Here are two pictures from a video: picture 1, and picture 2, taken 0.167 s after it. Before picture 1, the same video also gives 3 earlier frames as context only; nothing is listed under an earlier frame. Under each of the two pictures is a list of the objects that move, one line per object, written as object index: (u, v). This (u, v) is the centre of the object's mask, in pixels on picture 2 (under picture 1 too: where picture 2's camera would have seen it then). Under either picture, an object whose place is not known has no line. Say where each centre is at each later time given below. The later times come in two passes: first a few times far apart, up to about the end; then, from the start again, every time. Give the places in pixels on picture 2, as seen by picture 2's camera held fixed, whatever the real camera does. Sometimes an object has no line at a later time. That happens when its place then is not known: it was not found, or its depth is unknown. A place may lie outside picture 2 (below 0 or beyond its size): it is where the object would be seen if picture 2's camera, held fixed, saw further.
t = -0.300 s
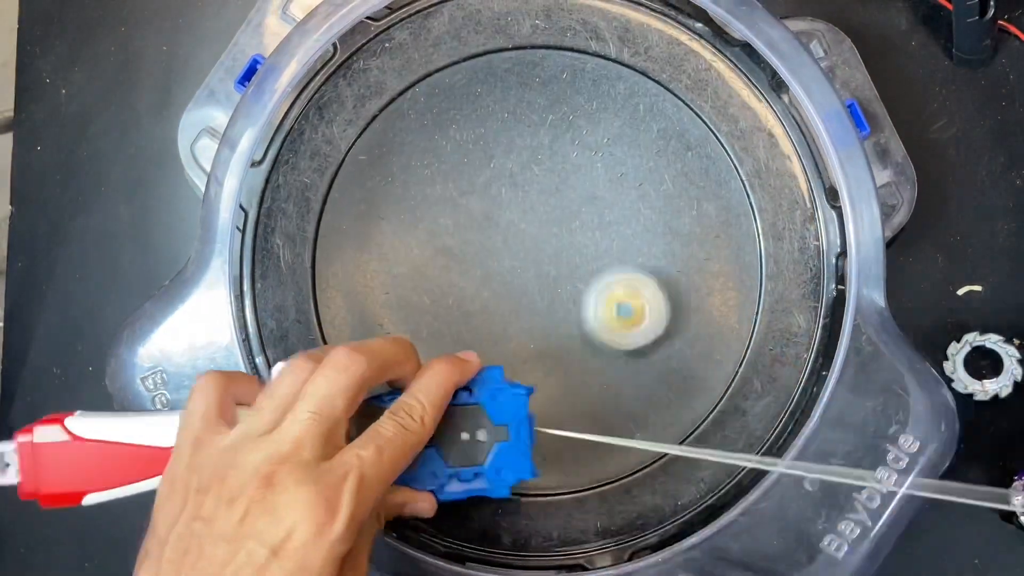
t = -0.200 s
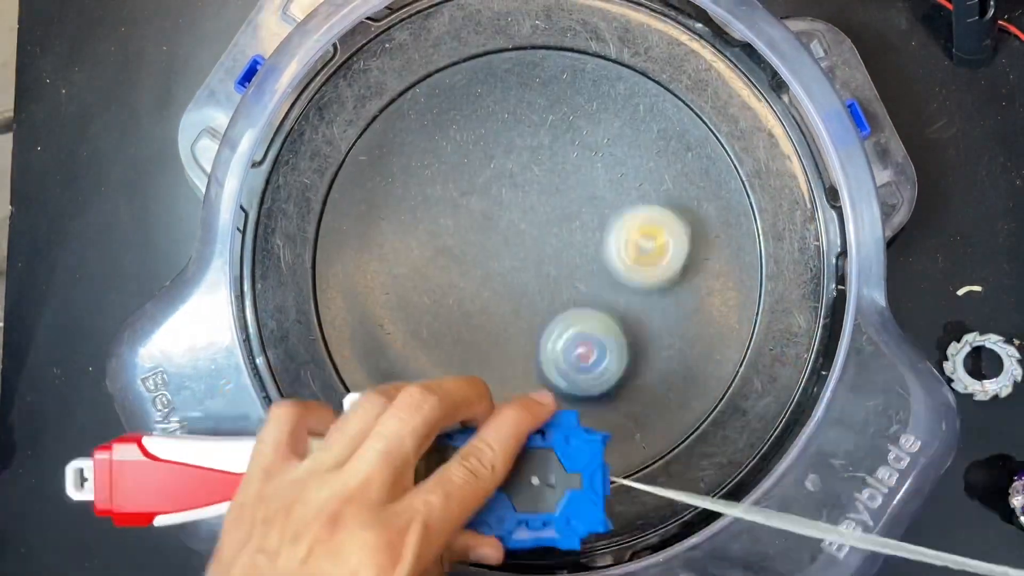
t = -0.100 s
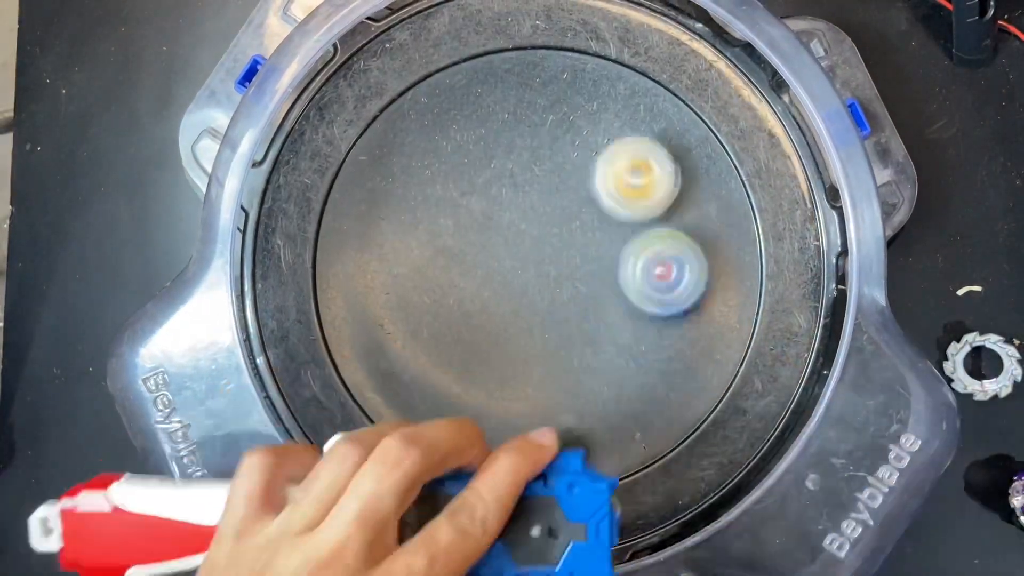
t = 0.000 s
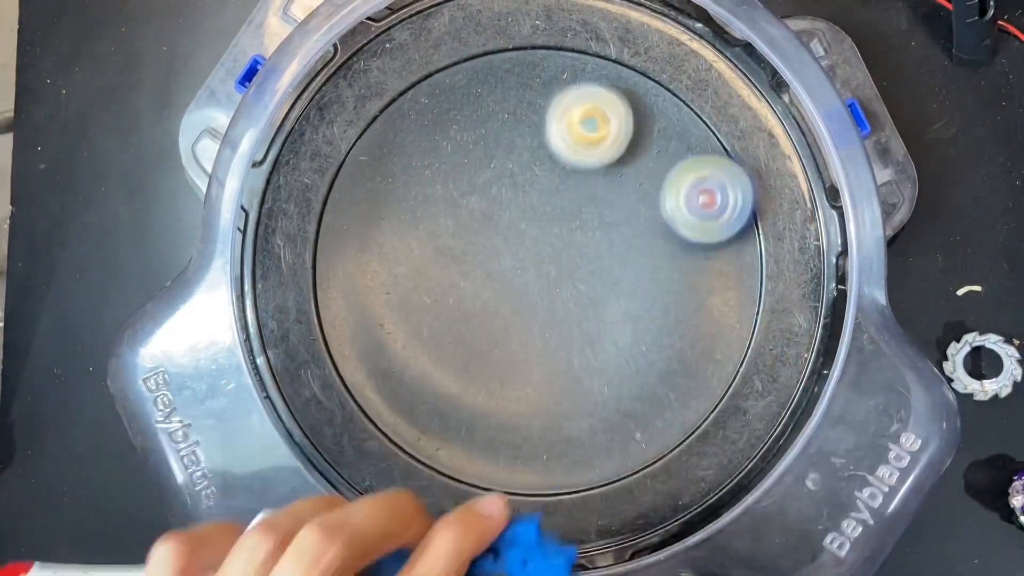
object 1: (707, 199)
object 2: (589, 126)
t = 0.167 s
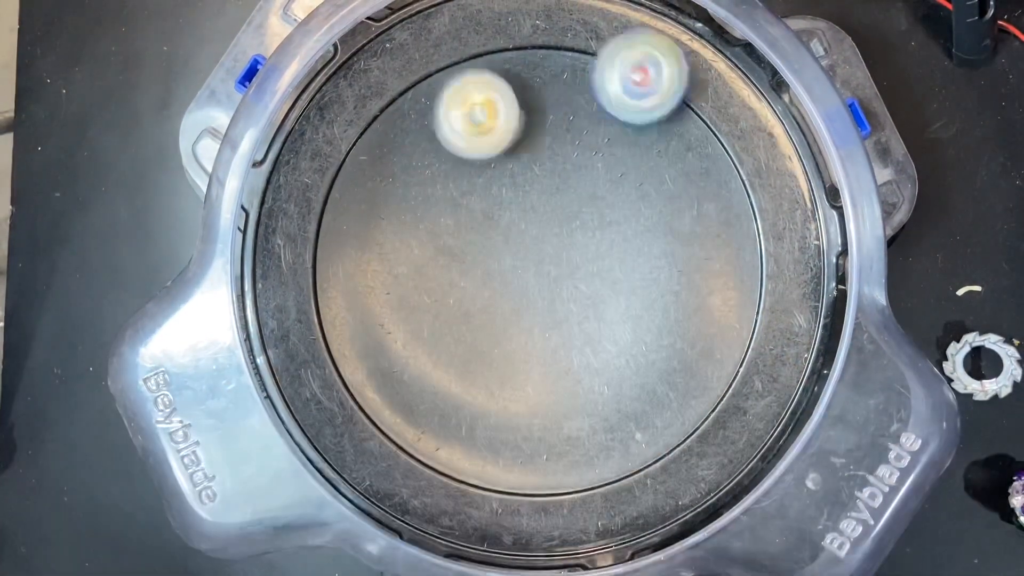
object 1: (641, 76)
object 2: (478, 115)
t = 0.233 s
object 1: (576, 62)
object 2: (439, 138)
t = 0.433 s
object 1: (427, 182)
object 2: (384, 286)
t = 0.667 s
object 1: (557, 339)
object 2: (442, 434)
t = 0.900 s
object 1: (701, 248)
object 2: (582, 464)
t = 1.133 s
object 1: (600, 99)
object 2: (658, 333)
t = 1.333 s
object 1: (406, 197)
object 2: (650, 197)
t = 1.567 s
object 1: (441, 357)
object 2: (557, 83)
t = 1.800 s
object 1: (665, 372)
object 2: (419, 93)
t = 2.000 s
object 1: (727, 184)
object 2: (389, 214)
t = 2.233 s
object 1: (549, 110)
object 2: (480, 332)
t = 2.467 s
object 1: (405, 271)
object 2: (613, 356)
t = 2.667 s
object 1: (473, 379)
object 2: (698, 281)
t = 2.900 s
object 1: (627, 298)
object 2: (649, 162)
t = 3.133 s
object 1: (606, 218)
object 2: (495, 34)
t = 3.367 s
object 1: (520, 256)
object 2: (445, 35)
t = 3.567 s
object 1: (527, 364)
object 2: (469, 70)
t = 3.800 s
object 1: (587, 314)
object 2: (526, 185)
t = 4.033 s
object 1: (607, 398)
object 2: (545, 58)
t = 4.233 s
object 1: (620, 396)
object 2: (497, 121)
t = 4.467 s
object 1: (590, 347)
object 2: (479, 229)
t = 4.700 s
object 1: (544, 302)
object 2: (422, 287)
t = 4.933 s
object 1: (517, 290)
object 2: (363, 309)
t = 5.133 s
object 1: (502, 279)
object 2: (400, 288)
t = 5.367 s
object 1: (520, 260)
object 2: (389, 210)
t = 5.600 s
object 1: (516, 238)
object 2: (440, 156)
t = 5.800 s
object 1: (522, 239)
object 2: (510, 138)
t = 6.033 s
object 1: (526, 242)
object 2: (582, 163)
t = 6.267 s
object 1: (519, 259)
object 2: (652, 208)
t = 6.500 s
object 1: (553, 263)
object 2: (645, 274)
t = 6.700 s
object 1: (557, 244)
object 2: (634, 335)
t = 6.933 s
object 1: (562, 240)
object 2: (568, 328)
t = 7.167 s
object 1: (581, 147)
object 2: (449, 447)
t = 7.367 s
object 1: (534, 157)
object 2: (469, 420)
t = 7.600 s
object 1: (516, 213)
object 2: (559, 294)
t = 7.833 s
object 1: (509, 217)
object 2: (609, 233)
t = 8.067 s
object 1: (505, 255)
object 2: (579, 184)
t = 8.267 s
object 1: (531, 279)
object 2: (577, 179)
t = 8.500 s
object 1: (554, 268)
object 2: (588, 173)
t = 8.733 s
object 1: (532, 265)
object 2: (586, 196)
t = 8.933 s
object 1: (494, 275)
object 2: (612, 178)
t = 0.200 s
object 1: (611, 65)
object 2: (457, 125)
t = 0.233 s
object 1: (576, 62)
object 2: (439, 138)
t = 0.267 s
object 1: (542, 67)
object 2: (424, 154)
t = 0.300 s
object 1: (506, 81)
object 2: (412, 173)
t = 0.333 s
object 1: (471, 103)
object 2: (404, 194)
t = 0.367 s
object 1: (444, 131)
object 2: (400, 216)
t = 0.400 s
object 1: (431, 156)
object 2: (390, 251)
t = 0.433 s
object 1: (427, 182)
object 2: (384, 286)
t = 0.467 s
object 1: (426, 212)
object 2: (387, 312)
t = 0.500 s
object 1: (433, 243)
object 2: (395, 333)
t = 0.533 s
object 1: (446, 271)
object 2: (404, 354)
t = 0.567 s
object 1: (471, 291)
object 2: (410, 376)
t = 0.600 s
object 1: (498, 312)
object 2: (418, 398)
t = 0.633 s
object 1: (527, 329)
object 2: (430, 417)
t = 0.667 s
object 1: (557, 339)
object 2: (442, 434)
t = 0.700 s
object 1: (585, 339)
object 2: (457, 449)
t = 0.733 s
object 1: (612, 336)
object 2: (475, 461)
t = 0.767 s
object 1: (636, 324)
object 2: (495, 471)
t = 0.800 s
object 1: (656, 309)
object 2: (518, 475)
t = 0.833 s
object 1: (671, 293)
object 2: (540, 475)
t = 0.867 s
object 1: (686, 273)
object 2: (560, 473)
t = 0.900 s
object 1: (701, 248)
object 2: (582, 464)
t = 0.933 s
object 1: (714, 218)
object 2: (601, 453)
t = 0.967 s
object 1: (722, 185)
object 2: (616, 436)
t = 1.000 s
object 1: (723, 154)
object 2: (629, 418)
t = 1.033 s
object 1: (711, 131)
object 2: (640, 401)
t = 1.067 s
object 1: (676, 118)
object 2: (649, 378)
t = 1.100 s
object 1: (638, 107)
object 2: (654, 355)
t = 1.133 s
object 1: (600, 99)
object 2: (658, 333)
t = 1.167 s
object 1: (561, 97)
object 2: (663, 310)
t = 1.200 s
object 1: (520, 105)
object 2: (663, 286)
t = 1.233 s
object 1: (484, 122)
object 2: (662, 264)
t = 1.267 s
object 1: (452, 145)
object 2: (662, 241)
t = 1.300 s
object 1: (426, 170)
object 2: (657, 218)
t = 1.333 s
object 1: (406, 197)
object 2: (650, 197)
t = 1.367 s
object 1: (393, 223)
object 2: (643, 177)
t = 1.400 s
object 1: (386, 249)
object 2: (634, 156)
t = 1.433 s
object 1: (384, 275)
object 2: (620, 138)
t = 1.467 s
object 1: (395, 297)
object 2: (608, 122)
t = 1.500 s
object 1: (410, 317)
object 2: (593, 106)
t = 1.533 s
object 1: (423, 337)
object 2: (575, 93)
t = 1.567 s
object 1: (441, 357)
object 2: (557, 83)
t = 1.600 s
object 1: (465, 374)
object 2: (538, 74)
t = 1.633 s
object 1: (496, 387)
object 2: (517, 68)
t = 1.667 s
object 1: (531, 398)
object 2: (497, 66)
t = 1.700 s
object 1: (568, 402)
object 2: (476, 67)
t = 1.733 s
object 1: (603, 398)
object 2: (454, 71)
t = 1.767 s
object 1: (636, 388)
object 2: (437, 81)
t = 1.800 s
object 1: (665, 372)
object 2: (419, 93)
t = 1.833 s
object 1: (689, 349)
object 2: (403, 110)
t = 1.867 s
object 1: (710, 322)
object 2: (394, 129)
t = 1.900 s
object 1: (727, 290)
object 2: (388, 149)
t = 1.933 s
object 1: (736, 258)
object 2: (384, 171)
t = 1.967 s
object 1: (736, 221)
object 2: (385, 193)
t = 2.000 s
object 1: (727, 184)
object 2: (389, 214)
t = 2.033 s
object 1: (710, 153)
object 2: (395, 235)
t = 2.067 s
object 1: (689, 131)
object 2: (405, 254)
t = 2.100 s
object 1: (662, 114)
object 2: (418, 272)
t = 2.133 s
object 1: (635, 101)
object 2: (431, 290)
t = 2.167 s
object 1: (607, 98)
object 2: (446, 305)
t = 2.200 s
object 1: (577, 100)
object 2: (462, 318)
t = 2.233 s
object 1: (549, 110)
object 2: (480, 332)
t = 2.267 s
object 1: (522, 120)
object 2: (498, 342)
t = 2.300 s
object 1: (497, 136)
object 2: (516, 350)
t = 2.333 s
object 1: (473, 156)
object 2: (536, 358)
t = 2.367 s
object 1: (448, 182)
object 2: (556, 361)
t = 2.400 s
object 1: (428, 208)
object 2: (575, 363)
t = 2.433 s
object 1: (414, 238)
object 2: (594, 362)
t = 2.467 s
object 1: (405, 271)
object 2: (613, 356)
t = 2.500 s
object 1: (407, 300)
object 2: (632, 350)
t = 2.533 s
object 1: (412, 324)
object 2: (649, 339)
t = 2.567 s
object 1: (421, 345)
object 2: (665, 328)
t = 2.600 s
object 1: (434, 361)
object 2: (679, 314)
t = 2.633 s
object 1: (452, 371)
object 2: (690, 298)
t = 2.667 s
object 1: (473, 379)
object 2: (698, 281)
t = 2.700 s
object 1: (495, 380)
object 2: (703, 261)
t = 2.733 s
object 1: (520, 377)
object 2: (703, 243)
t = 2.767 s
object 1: (547, 371)
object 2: (700, 223)
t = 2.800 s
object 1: (573, 363)
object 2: (690, 206)
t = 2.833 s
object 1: (596, 349)
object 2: (680, 189)
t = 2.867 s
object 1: (613, 326)
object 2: (664, 175)
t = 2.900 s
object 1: (627, 298)
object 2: (649, 162)
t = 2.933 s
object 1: (634, 272)
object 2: (629, 152)
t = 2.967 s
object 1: (638, 239)
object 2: (612, 145)
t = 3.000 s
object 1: (638, 228)
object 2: (585, 113)
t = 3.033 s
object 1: (637, 230)
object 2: (559, 70)
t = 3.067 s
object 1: (630, 227)
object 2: (535, 40)
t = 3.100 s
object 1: (620, 221)
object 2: (511, 36)
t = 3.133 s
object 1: (606, 218)
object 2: (495, 34)
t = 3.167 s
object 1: (593, 217)
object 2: (480, 35)
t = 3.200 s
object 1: (580, 217)
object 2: (465, 33)
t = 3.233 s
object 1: (565, 221)
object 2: (454, 29)
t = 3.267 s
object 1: (552, 225)
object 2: (446, 26)
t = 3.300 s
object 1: (541, 231)
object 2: (440, 27)
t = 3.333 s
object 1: (531, 241)
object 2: (442, 31)
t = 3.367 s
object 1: (520, 256)
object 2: (445, 35)
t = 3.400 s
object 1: (512, 274)
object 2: (448, 37)
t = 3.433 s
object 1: (505, 294)
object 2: (450, 40)
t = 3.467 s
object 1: (504, 317)
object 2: (452, 42)
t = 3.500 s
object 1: (507, 336)
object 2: (457, 47)
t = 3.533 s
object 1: (514, 353)
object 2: (464, 55)
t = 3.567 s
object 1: (527, 364)
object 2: (469, 70)
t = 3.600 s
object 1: (541, 370)
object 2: (475, 89)
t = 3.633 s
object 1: (555, 370)
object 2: (481, 106)
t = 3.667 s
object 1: (569, 362)
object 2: (490, 123)
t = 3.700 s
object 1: (578, 352)
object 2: (499, 140)
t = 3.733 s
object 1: (583, 342)
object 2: (508, 155)
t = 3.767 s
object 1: (586, 328)
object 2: (516, 170)
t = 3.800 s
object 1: (587, 314)
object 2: (526, 185)
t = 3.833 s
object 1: (588, 297)
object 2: (535, 199)
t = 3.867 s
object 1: (583, 294)
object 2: (543, 206)
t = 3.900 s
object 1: (587, 328)
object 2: (543, 156)
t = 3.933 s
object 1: (590, 357)
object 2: (544, 115)
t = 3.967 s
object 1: (593, 377)
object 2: (546, 85)
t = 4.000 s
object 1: (600, 389)
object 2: (546, 65)
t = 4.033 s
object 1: (607, 398)
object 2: (545, 58)
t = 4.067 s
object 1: (613, 401)
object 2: (540, 61)
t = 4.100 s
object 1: (617, 403)
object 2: (531, 68)
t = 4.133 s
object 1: (619, 402)
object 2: (520, 78)
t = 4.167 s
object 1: (620, 402)
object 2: (510, 92)
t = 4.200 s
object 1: (621, 400)
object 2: (503, 106)
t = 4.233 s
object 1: (620, 396)
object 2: (497, 121)
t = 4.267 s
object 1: (619, 393)
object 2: (493, 136)
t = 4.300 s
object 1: (618, 388)
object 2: (489, 152)
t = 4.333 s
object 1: (615, 383)
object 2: (486, 167)
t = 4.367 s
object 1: (611, 378)
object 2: (484, 183)
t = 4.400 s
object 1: (605, 369)
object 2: (482, 199)
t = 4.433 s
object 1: (600, 358)
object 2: (480, 214)
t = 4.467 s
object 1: (590, 347)
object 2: (479, 229)
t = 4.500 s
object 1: (579, 333)
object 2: (478, 244)
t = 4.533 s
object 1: (568, 320)
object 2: (477, 260)
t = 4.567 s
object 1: (556, 309)
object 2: (476, 275)
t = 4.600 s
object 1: (555, 307)
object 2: (458, 273)
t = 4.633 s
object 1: (553, 307)
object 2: (441, 276)
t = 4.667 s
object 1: (549, 306)
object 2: (431, 280)
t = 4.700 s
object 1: (544, 302)
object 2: (422, 287)
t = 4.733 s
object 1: (541, 299)
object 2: (414, 293)
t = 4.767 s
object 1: (537, 298)
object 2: (404, 296)
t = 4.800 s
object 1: (532, 296)
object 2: (394, 299)
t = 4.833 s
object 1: (528, 292)
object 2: (382, 303)
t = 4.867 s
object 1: (526, 292)
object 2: (373, 306)
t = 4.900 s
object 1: (522, 291)
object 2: (367, 308)
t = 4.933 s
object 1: (517, 290)
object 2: (363, 309)
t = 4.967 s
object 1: (515, 287)
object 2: (361, 309)
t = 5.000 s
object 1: (512, 287)
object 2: (363, 308)
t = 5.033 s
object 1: (508, 285)
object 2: (369, 304)
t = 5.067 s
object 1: (505, 282)
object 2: (377, 299)
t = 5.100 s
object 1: (504, 279)
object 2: (388, 293)
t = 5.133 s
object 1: (502, 279)
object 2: (400, 288)
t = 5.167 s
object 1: (502, 277)
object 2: (410, 278)
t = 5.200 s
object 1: (511, 275)
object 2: (400, 264)
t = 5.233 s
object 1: (519, 272)
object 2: (394, 250)
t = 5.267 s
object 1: (523, 271)
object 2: (392, 240)
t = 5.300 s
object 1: (523, 268)
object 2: (389, 229)
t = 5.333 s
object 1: (521, 265)
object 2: (387, 218)
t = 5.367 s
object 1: (520, 260)
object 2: (389, 210)
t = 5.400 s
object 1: (519, 255)
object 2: (390, 200)
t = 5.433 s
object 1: (519, 252)
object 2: (395, 191)
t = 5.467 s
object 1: (518, 250)
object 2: (403, 182)
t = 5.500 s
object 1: (518, 247)
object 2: (410, 174)
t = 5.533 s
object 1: (517, 244)
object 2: (420, 167)
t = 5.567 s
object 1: (515, 241)
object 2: (429, 160)
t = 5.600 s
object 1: (516, 238)
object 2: (440, 156)
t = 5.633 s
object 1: (517, 236)
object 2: (452, 153)
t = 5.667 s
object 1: (516, 235)
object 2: (465, 151)
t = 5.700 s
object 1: (518, 233)
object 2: (477, 149)
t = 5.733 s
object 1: (520, 237)
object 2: (489, 143)
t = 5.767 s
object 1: (521, 238)
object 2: (499, 139)
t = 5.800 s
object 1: (522, 239)
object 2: (510, 138)
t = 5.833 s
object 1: (525, 241)
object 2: (522, 136)
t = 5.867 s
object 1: (526, 242)
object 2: (533, 138)
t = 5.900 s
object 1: (525, 244)
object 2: (544, 140)
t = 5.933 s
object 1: (526, 243)
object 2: (554, 143)
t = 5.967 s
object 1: (527, 243)
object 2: (565, 149)
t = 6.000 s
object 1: (526, 243)
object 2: (574, 155)
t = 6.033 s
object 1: (526, 242)
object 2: (582, 163)
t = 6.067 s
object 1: (528, 242)
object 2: (590, 170)
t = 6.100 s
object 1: (526, 244)
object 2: (600, 176)
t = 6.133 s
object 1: (519, 250)
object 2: (622, 179)
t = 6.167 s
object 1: (515, 253)
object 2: (632, 186)
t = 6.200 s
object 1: (515, 255)
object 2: (640, 191)
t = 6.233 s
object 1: (516, 258)
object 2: (645, 198)
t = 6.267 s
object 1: (519, 259)
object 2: (652, 208)
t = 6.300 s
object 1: (524, 261)
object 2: (655, 216)
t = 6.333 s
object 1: (529, 262)
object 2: (659, 225)
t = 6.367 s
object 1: (534, 262)
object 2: (658, 235)
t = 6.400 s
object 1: (539, 263)
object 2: (658, 245)
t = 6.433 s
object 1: (544, 263)
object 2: (655, 256)
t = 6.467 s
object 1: (549, 263)
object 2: (651, 263)
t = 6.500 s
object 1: (553, 263)
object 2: (645, 274)
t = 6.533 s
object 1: (550, 257)
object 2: (652, 289)
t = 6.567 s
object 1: (549, 253)
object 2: (652, 305)
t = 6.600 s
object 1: (551, 249)
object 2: (649, 314)
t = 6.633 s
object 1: (554, 246)
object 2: (647, 322)
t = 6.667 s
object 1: (555, 245)
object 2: (641, 330)
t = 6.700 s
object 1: (557, 244)
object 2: (634, 335)
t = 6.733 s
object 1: (560, 243)
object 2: (625, 341)
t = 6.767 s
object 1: (561, 243)
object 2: (614, 342)
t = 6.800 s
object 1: (563, 243)
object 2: (605, 342)
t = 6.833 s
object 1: (563, 242)
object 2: (594, 341)
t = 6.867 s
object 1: (563, 241)
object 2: (585, 337)
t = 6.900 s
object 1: (563, 241)
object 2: (577, 334)
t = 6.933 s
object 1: (562, 240)
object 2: (568, 328)
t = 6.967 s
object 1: (570, 220)
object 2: (544, 352)
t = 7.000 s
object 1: (580, 196)
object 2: (516, 386)
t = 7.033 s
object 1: (586, 183)
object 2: (505, 400)
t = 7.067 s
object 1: (589, 170)
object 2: (482, 426)
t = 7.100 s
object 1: (588, 159)
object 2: (466, 443)
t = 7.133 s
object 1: (585, 152)
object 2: (455, 449)
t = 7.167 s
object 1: (581, 147)
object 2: (449, 447)
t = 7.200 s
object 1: (573, 143)
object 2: (447, 437)
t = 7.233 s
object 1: (565, 142)
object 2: (450, 429)
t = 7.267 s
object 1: (557, 142)
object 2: (456, 424)
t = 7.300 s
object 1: (549, 145)
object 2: (461, 423)
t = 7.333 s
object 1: (540, 150)
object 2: (465, 422)
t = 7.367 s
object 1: (534, 157)
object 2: (469, 420)
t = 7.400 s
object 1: (527, 166)
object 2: (475, 414)
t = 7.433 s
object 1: (522, 176)
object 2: (485, 403)
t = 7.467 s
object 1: (519, 187)
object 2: (499, 386)
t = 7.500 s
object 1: (517, 198)
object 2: (515, 364)
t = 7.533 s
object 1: (514, 210)
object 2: (530, 335)
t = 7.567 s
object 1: (515, 218)
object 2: (546, 301)
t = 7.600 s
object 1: (516, 213)
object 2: (559, 294)
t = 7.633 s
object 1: (513, 207)
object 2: (571, 286)
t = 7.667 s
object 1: (513, 205)
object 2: (581, 281)
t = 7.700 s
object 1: (510, 207)
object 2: (589, 274)
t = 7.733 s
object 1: (509, 210)
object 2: (596, 266)
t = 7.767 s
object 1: (508, 212)
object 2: (603, 257)
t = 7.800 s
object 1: (508, 215)
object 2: (607, 247)
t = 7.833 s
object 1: (509, 217)
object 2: (609, 233)
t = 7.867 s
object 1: (508, 219)
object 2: (607, 218)
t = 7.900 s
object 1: (510, 224)
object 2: (598, 205)
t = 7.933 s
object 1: (506, 230)
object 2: (595, 196)
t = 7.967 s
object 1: (504, 234)
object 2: (593, 189)
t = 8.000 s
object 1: (503, 241)
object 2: (586, 187)
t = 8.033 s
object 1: (502, 248)
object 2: (581, 186)
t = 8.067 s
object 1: (505, 255)
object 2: (579, 184)
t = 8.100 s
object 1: (508, 261)
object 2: (578, 182)
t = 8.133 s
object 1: (511, 266)
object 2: (578, 181)
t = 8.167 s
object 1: (515, 271)
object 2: (578, 180)
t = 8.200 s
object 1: (519, 275)
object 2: (577, 178)
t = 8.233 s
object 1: (526, 279)
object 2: (577, 178)
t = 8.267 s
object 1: (531, 279)
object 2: (577, 179)
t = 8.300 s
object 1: (535, 280)
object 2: (578, 180)
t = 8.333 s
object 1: (541, 279)
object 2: (578, 181)
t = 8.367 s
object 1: (547, 278)
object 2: (578, 181)
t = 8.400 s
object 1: (552, 275)
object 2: (578, 183)
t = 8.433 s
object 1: (555, 270)
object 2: (579, 185)
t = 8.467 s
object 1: (554, 270)
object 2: (585, 178)
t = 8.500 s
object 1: (554, 268)
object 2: (588, 173)
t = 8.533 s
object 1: (554, 263)
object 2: (588, 174)
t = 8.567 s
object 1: (551, 259)
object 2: (590, 182)
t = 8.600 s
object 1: (548, 262)
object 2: (590, 186)
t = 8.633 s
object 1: (545, 263)
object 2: (589, 187)
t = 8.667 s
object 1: (540, 262)
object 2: (588, 189)
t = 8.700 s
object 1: (536, 263)
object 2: (586, 192)
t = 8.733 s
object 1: (532, 265)
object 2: (586, 196)
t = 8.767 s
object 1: (521, 267)
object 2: (598, 189)
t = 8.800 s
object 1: (511, 269)
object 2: (603, 183)
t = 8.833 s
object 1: (506, 272)
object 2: (608, 180)
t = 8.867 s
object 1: (500, 271)
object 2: (611, 178)
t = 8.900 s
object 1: (495, 273)
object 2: (612, 178)
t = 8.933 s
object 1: (494, 275)
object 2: (612, 178)
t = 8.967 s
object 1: (490, 275)
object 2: (609, 179)
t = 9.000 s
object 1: (488, 278)
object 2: (605, 181)
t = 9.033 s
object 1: (488, 279)
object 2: (601, 185)
